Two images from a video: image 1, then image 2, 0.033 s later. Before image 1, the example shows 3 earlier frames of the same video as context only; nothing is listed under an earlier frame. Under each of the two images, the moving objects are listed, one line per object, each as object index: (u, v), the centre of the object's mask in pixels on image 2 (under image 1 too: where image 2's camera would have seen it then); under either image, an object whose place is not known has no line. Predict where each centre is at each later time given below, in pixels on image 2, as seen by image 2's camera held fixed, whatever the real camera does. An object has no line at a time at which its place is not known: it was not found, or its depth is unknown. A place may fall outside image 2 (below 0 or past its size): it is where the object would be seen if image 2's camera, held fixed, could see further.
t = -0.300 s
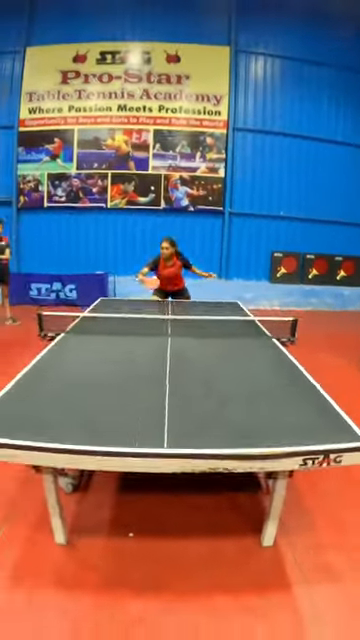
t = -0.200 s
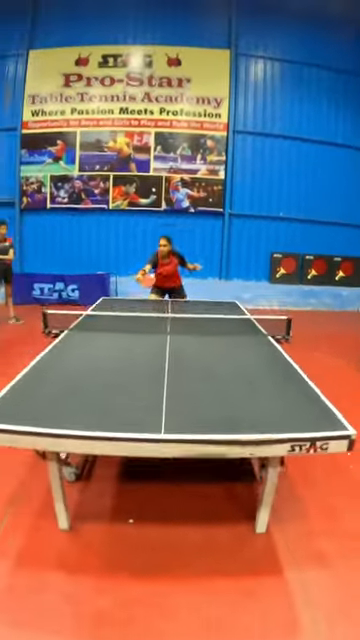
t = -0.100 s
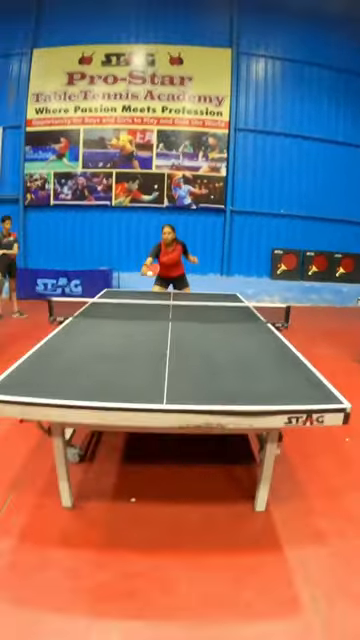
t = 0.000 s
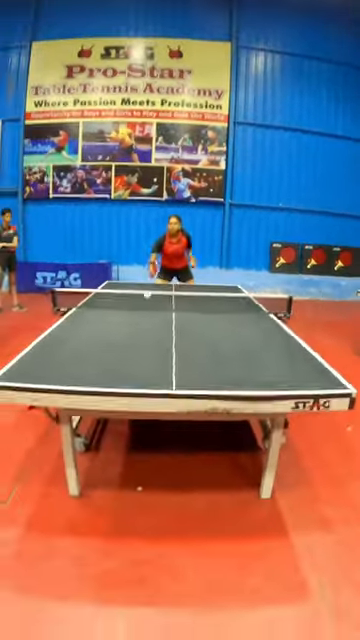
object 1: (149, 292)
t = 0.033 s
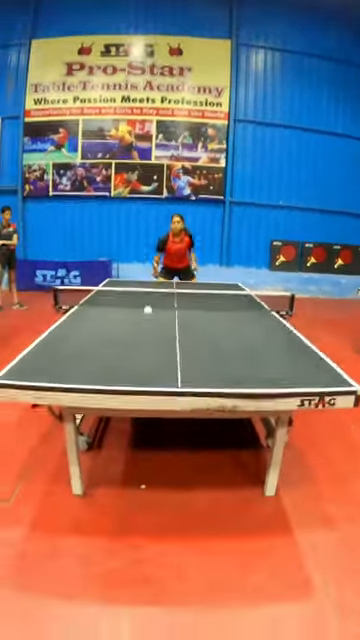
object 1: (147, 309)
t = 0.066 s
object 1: (147, 334)
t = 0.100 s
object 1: (146, 348)
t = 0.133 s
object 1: (145, 363)
